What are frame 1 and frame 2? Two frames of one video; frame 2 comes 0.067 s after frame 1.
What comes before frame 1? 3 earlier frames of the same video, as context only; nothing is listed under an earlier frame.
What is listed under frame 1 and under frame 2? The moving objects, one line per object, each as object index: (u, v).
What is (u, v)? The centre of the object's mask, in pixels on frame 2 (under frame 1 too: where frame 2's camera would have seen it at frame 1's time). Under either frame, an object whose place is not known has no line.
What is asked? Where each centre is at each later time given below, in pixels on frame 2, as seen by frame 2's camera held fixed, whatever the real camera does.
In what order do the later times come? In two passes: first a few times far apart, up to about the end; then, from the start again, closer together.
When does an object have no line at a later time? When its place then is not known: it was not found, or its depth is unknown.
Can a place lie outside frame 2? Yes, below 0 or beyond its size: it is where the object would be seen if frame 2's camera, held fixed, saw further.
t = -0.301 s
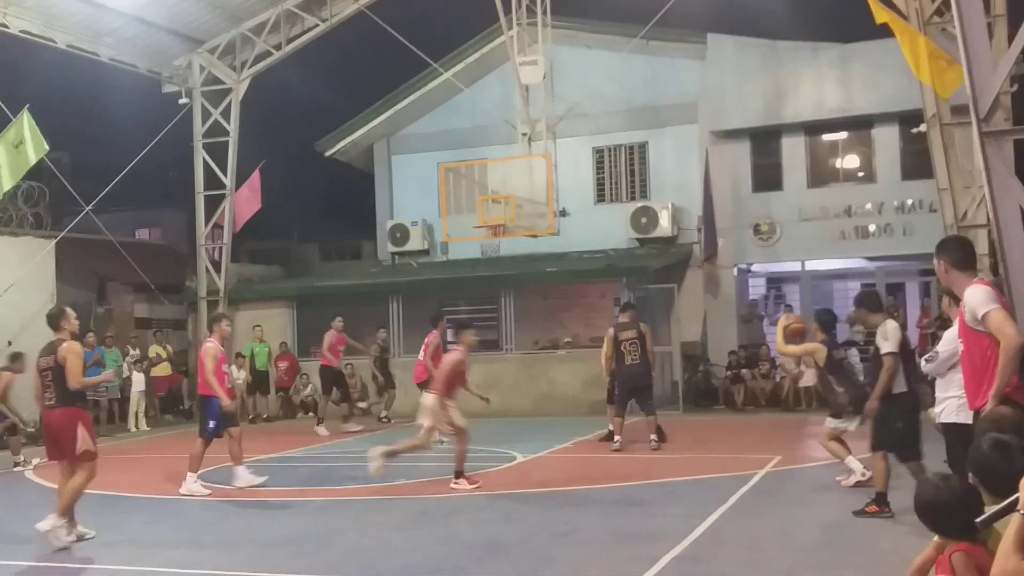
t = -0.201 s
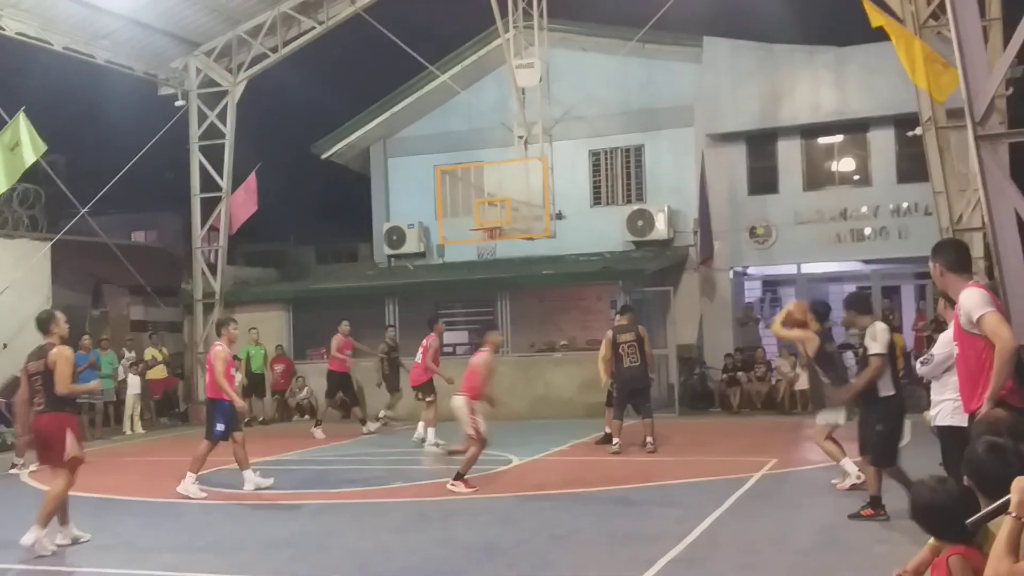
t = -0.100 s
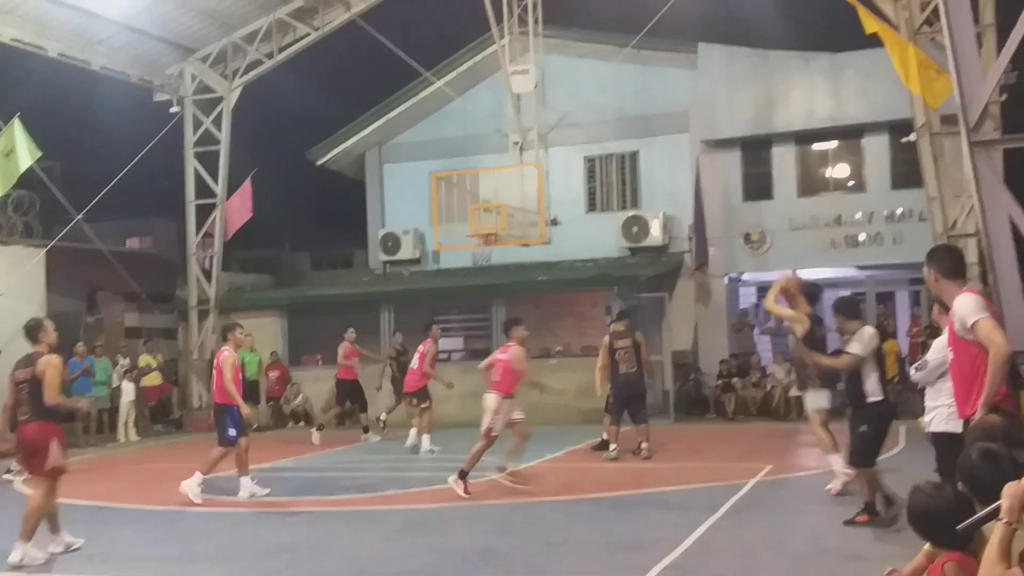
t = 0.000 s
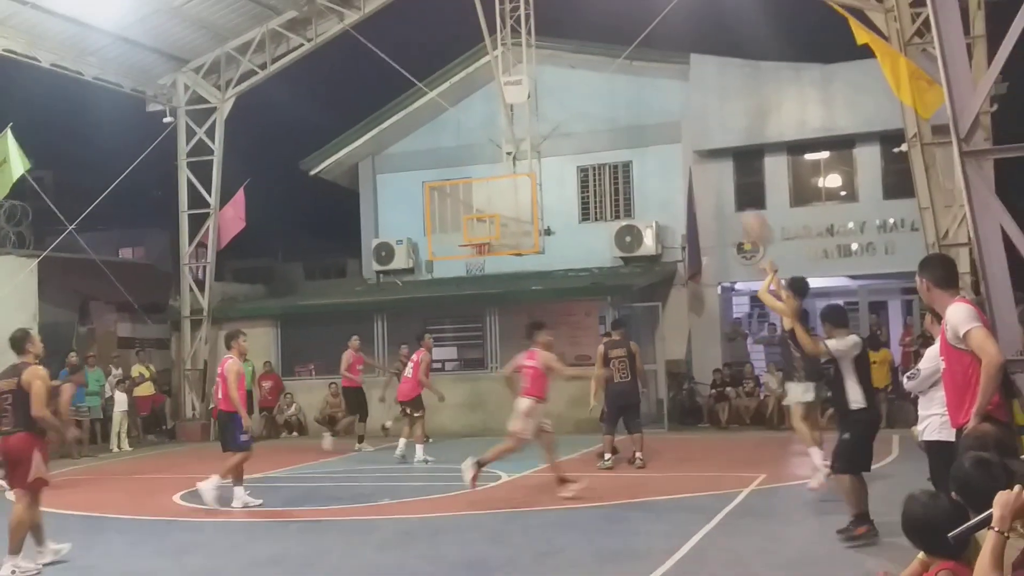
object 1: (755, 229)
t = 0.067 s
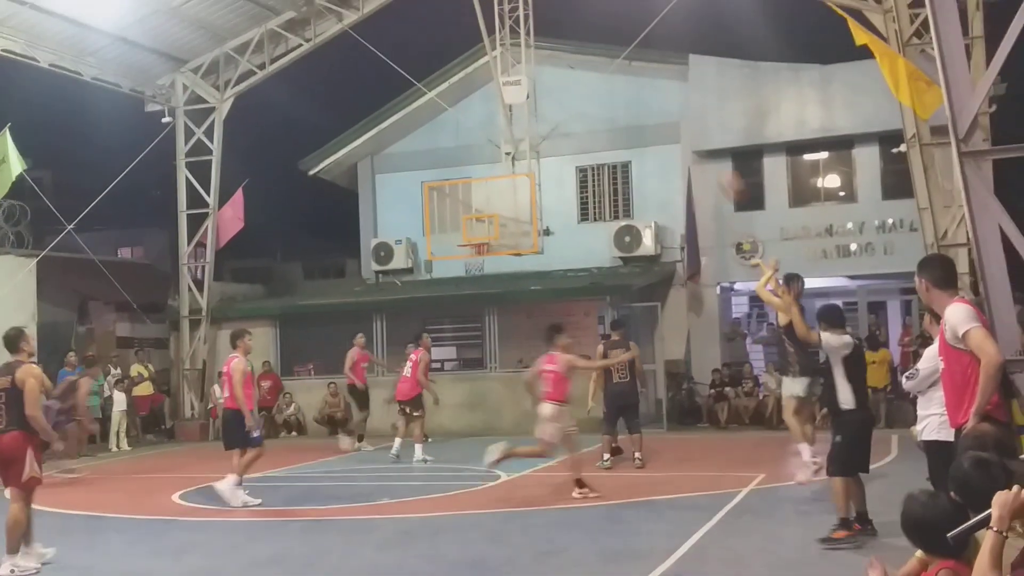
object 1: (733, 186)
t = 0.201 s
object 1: (690, 120)
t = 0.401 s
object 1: (636, 58)
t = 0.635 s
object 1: (586, 36)
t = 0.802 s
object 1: (555, 48)
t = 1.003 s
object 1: (523, 87)
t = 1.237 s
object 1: (492, 162)
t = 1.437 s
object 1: (468, 244)
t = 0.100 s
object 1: (719, 166)
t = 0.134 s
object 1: (711, 152)
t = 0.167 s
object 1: (699, 134)
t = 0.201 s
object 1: (690, 120)
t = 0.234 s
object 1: (680, 107)
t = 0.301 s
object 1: (660, 82)
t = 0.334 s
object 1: (652, 73)
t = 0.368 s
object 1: (644, 64)
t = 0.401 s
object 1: (636, 58)
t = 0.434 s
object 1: (628, 52)
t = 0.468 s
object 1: (620, 48)
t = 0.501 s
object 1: (612, 42)
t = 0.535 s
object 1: (605, 39)
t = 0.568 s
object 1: (598, 36)
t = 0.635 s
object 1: (586, 36)
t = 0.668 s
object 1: (580, 35)
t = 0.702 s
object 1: (573, 39)
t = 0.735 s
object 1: (567, 40)
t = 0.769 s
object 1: (561, 44)
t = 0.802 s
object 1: (555, 48)
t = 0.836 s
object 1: (550, 53)
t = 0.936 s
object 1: (533, 72)
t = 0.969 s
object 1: (528, 79)
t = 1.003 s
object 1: (523, 87)
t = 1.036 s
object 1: (519, 95)
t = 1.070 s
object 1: (514, 105)
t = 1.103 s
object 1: (509, 115)
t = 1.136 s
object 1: (506, 126)
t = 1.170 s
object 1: (501, 137)
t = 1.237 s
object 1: (492, 162)
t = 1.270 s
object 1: (488, 174)
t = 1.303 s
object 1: (484, 187)
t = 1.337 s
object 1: (481, 203)
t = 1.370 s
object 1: (476, 215)
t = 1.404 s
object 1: (472, 231)
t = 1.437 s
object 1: (468, 244)
